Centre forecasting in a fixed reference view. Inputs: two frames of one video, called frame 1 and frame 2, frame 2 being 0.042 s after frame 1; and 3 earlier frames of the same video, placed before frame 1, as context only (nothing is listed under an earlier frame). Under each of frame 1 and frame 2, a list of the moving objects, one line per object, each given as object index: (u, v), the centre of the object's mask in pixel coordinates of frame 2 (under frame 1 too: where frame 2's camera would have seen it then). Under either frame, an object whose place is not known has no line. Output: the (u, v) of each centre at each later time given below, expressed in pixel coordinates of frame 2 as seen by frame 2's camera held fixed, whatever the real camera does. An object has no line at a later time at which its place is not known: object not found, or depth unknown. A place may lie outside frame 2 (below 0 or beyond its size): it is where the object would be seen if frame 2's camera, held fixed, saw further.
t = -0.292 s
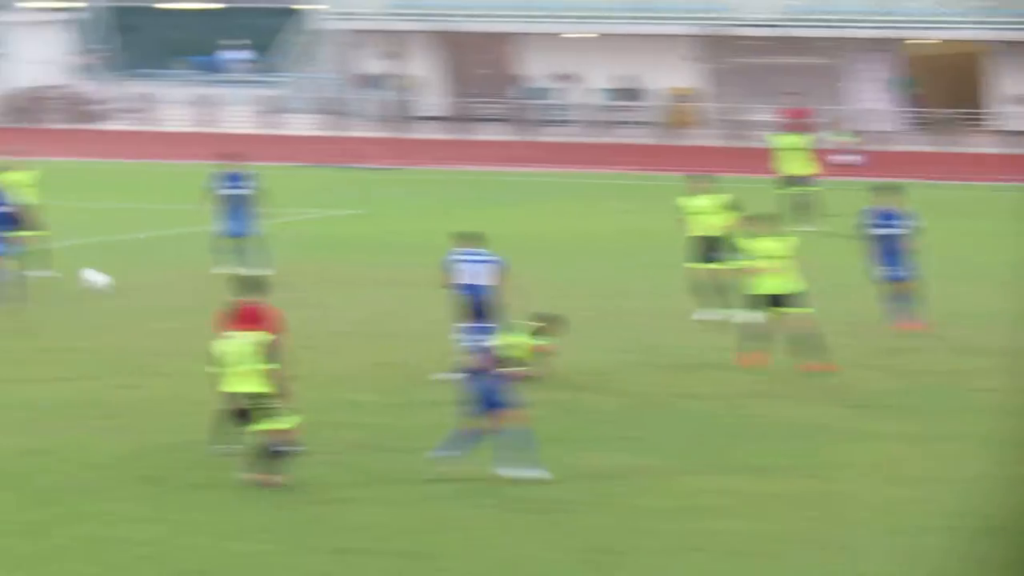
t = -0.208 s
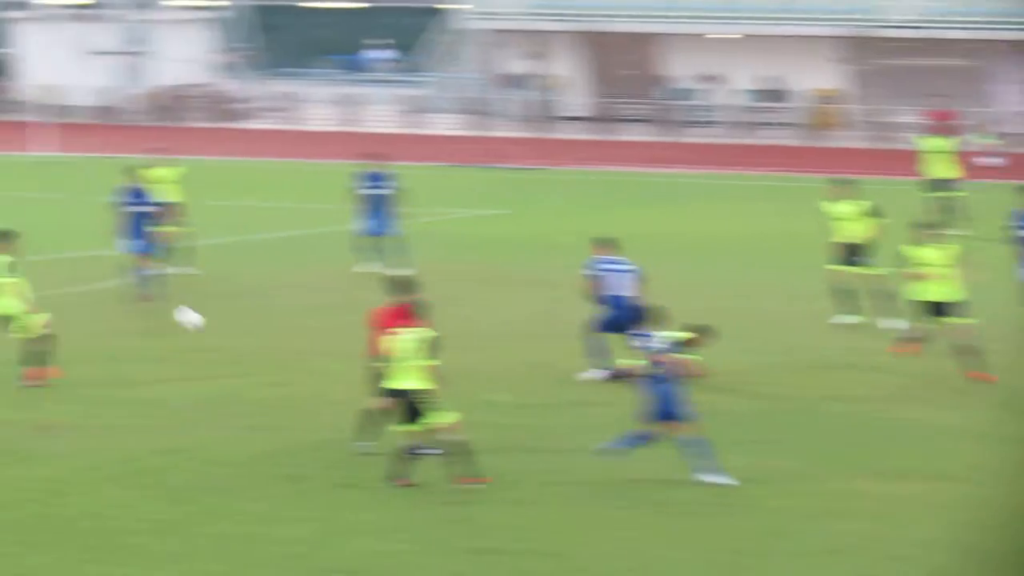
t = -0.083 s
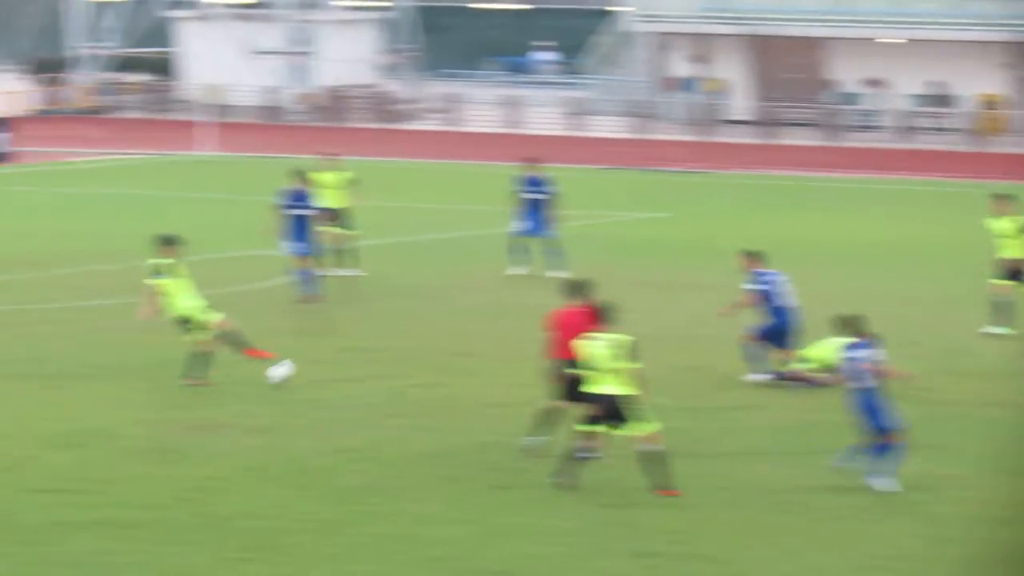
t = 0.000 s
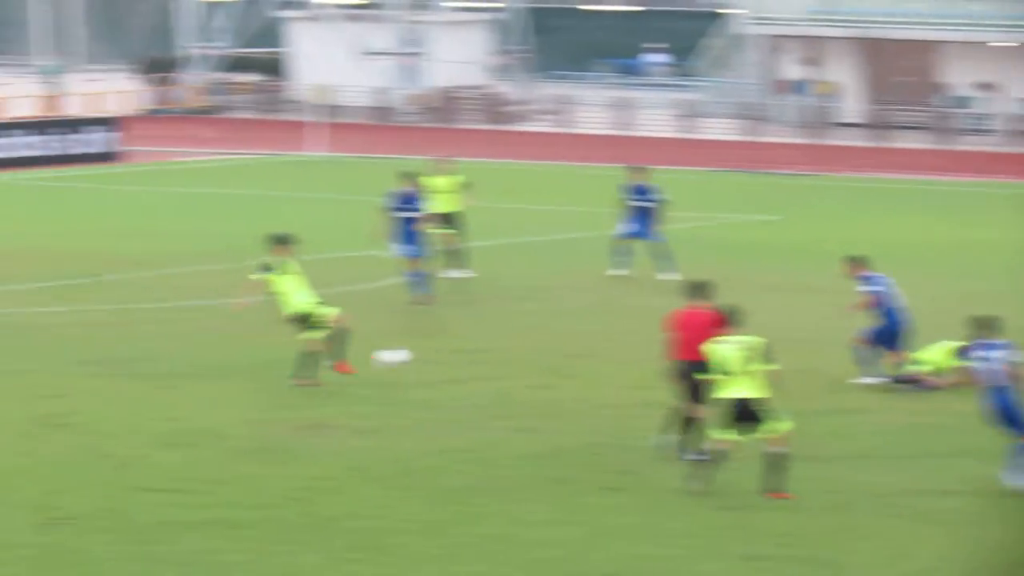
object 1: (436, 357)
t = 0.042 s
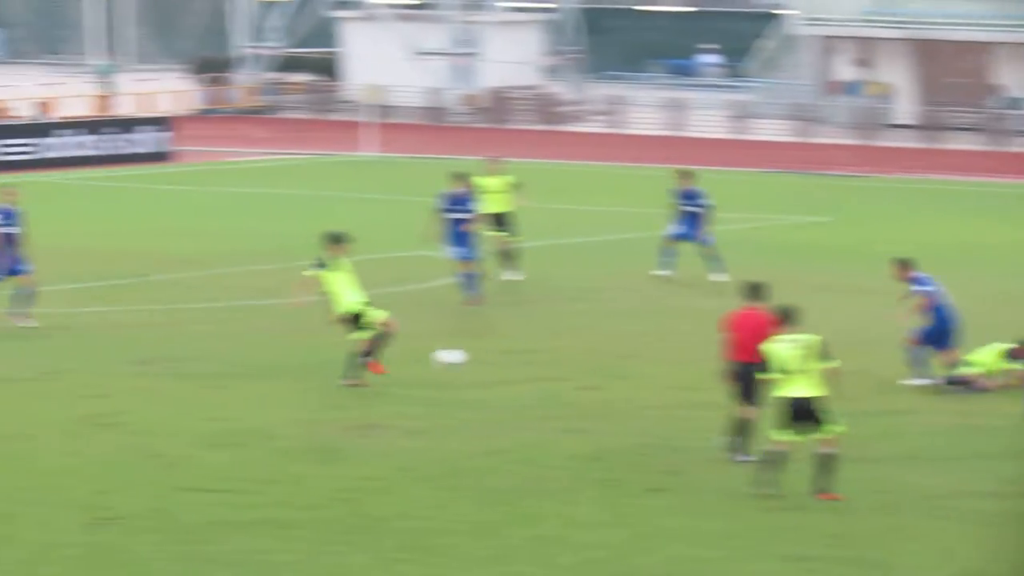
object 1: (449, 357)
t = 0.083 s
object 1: (462, 357)
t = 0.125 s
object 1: (472, 358)
